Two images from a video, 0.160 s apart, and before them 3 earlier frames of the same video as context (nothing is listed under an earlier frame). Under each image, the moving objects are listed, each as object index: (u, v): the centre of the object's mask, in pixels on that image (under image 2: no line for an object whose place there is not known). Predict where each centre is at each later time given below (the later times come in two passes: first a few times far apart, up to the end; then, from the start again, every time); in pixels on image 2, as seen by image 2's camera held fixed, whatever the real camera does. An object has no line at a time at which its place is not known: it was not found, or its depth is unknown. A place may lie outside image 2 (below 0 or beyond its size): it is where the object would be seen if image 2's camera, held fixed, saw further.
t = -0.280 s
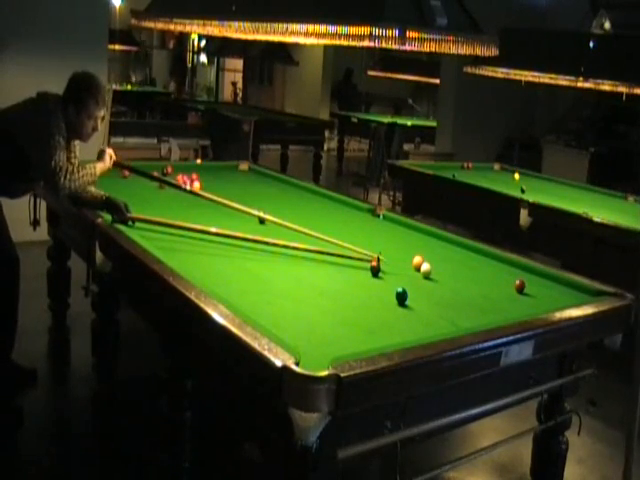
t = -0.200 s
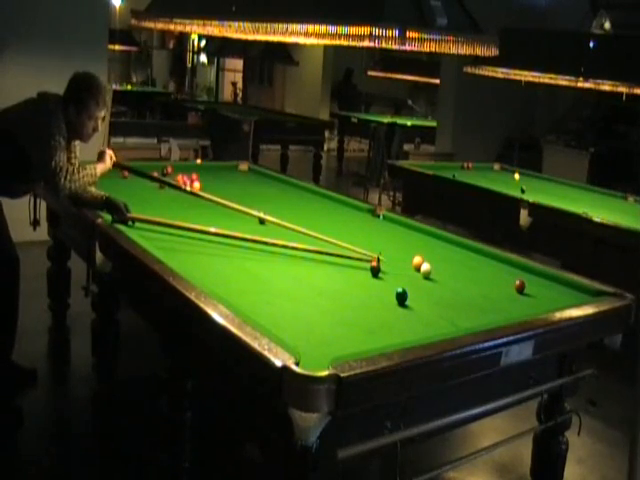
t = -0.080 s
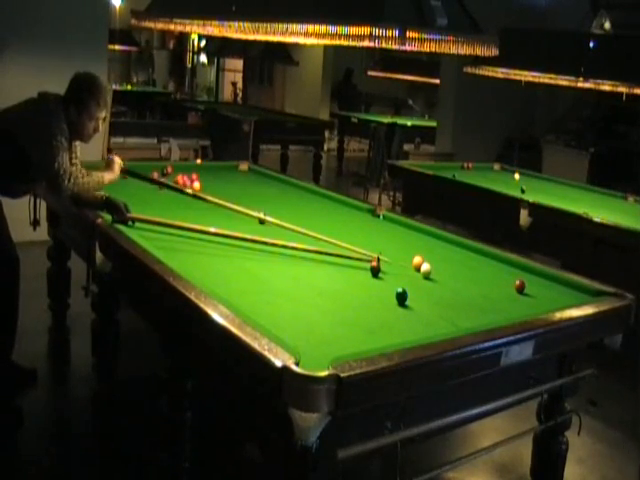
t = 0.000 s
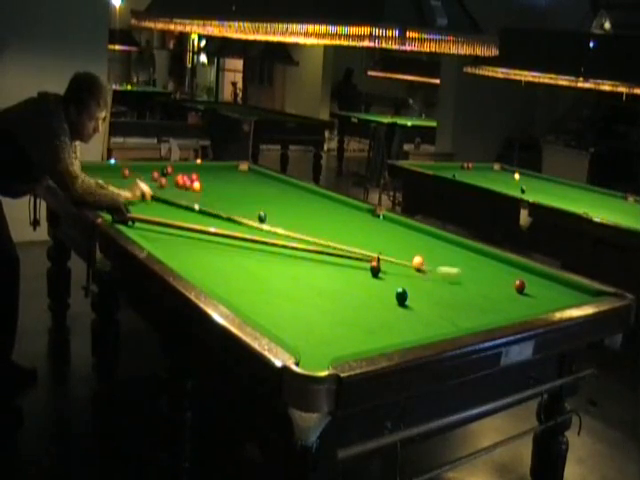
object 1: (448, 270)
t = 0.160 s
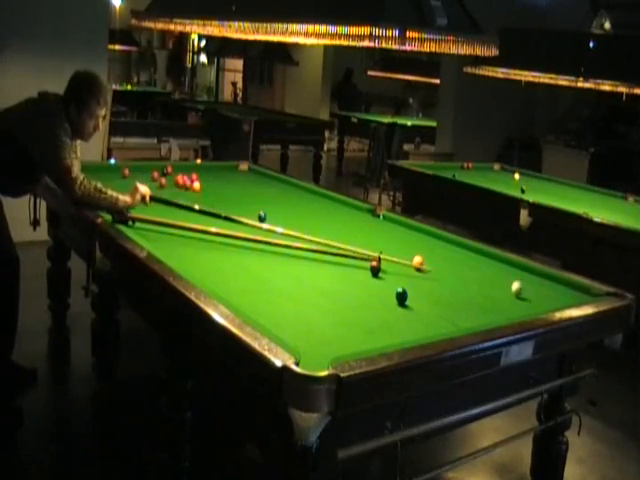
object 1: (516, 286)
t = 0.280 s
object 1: (526, 294)
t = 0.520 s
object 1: (544, 305)
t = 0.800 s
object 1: (510, 302)
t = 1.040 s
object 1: (482, 298)
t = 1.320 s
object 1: (451, 293)
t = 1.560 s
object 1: (426, 289)
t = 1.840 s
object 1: (398, 283)
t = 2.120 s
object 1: (372, 282)
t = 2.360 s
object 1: (352, 278)
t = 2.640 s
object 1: (330, 275)
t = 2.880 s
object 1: (312, 272)
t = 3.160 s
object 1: (294, 269)
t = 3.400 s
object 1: (280, 267)
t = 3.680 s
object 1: (265, 264)
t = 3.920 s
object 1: (254, 263)
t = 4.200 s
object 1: (242, 261)
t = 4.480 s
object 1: (232, 259)
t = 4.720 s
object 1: (225, 258)
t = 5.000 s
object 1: (218, 257)
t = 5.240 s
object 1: (214, 256)
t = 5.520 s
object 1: (210, 255)
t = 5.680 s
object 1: (209, 255)
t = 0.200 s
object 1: (519, 289)
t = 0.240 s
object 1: (522, 291)
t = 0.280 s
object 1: (526, 294)
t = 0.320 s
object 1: (529, 295)
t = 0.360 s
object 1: (532, 297)
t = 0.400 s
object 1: (536, 300)
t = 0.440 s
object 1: (540, 302)
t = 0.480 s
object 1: (543, 303)
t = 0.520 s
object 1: (544, 305)
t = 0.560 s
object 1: (538, 304)
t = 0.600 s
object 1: (534, 304)
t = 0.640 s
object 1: (529, 304)
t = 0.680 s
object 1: (524, 303)
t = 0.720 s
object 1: (520, 303)
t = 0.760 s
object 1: (515, 302)
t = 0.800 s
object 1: (510, 302)
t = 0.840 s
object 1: (505, 301)
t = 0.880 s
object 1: (501, 301)
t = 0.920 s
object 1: (496, 300)
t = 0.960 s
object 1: (492, 299)
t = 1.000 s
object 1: (487, 299)
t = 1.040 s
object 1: (482, 298)
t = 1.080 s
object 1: (478, 297)
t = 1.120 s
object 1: (473, 297)
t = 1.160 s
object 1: (469, 296)
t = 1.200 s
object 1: (464, 295)
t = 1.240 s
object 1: (459, 295)
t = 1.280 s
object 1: (455, 294)
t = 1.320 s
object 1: (451, 293)
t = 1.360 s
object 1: (447, 292)
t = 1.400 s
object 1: (442, 292)
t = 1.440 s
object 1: (438, 291)
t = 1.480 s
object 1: (434, 290)
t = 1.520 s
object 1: (430, 290)
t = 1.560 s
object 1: (426, 289)
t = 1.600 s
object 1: (422, 288)
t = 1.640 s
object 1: (418, 288)
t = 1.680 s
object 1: (414, 287)
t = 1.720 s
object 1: (410, 286)
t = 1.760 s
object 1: (406, 285)
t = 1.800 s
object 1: (402, 284)
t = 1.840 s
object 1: (398, 283)
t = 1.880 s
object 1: (394, 283)
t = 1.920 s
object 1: (390, 284)
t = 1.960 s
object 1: (387, 284)
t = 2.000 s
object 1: (384, 284)
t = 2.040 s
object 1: (380, 283)
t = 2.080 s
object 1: (376, 283)
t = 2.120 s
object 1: (372, 282)
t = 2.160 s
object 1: (369, 281)
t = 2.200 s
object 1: (366, 280)
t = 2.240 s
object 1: (362, 280)
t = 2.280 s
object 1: (359, 279)
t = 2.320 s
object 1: (355, 279)
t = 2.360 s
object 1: (352, 278)
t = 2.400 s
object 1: (349, 278)
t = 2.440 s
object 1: (346, 277)
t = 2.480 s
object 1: (342, 277)
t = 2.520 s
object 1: (339, 276)
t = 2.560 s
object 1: (336, 276)
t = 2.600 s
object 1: (333, 275)
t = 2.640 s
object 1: (330, 275)
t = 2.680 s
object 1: (327, 274)
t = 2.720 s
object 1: (324, 274)
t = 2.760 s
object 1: (321, 273)
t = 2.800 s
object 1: (318, 273)
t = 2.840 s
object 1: (315, 272)
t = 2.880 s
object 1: (312, 272)
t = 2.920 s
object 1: (310, 272)
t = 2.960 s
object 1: (307, 271)
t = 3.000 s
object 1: (304, 271)
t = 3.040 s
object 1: (302, 271)
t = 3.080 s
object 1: (299, 270)
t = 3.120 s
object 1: (297, 269)
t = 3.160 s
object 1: (294, 269)
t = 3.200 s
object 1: (292, 268)
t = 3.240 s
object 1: (289, 268)
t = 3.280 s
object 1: (287, 268)
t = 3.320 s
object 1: (285, 267)
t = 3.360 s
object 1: (282, 267)
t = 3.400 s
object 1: (280, 267)
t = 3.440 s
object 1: (278, 266)
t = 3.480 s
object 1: (275, 266)
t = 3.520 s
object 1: (273, 265)
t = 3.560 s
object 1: (271, 265)
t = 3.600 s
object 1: (269, 265)
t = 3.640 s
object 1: (267, 265)
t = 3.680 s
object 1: (265, 264)
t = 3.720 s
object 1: (263, 264)
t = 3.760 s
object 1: (261, 264)
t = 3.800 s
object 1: (259, 263)
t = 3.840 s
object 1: (257, 263)
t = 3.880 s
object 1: (255, 263)
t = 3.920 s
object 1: (254, 263)
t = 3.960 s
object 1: (252, 262)
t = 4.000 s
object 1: (250, 262)
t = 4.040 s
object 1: (248, 262)
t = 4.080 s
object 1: (247, 262)
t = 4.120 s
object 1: (245, 261)
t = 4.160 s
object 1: (244, 261)
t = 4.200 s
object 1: (242, 261)
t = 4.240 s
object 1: (241, 261)
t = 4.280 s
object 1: (239, 260)
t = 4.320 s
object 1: (238, 260)
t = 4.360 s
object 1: (236, 260)
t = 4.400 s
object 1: (235, 259)
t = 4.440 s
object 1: (234, 259)
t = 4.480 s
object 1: (232, 259)
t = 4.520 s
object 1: (231, 258)
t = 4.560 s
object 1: (230, 259)
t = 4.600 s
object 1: (229, 258)
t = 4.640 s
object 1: (227, 258)
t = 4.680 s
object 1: (226, 258)
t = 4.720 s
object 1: (225, 258)
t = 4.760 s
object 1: (224, 258)
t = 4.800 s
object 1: (223, 258)
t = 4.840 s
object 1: (222, 257)
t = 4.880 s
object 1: (221, 257)
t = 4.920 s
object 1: (220, 257)
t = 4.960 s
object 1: (219, 257)
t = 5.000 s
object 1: (218, 257)
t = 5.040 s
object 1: (218, 256)
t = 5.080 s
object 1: (217, 256)
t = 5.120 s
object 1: (216, 256)
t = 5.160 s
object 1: (215, 256)
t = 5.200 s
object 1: (215, 256)
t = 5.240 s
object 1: (214, 256)
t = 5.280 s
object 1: (213, 256)
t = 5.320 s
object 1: (213, 256)
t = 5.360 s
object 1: (212, 256)
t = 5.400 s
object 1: (212, 255)
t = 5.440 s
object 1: (211, 255)
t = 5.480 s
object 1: (211, 255)
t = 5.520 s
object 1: (210, 255)
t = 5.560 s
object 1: (210, 255)
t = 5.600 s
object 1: (209, 255)
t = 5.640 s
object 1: (209, 255)
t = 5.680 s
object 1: (209, 255)
